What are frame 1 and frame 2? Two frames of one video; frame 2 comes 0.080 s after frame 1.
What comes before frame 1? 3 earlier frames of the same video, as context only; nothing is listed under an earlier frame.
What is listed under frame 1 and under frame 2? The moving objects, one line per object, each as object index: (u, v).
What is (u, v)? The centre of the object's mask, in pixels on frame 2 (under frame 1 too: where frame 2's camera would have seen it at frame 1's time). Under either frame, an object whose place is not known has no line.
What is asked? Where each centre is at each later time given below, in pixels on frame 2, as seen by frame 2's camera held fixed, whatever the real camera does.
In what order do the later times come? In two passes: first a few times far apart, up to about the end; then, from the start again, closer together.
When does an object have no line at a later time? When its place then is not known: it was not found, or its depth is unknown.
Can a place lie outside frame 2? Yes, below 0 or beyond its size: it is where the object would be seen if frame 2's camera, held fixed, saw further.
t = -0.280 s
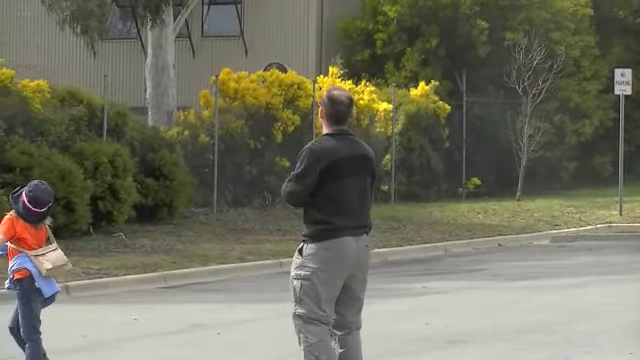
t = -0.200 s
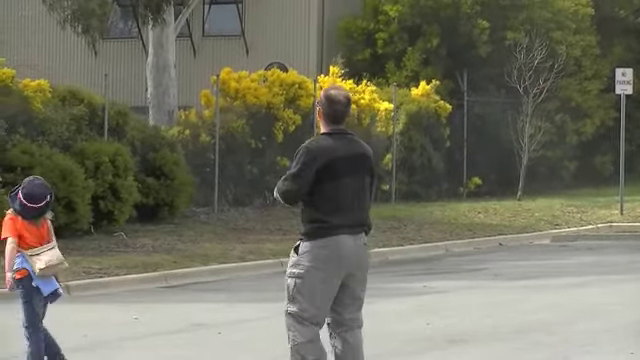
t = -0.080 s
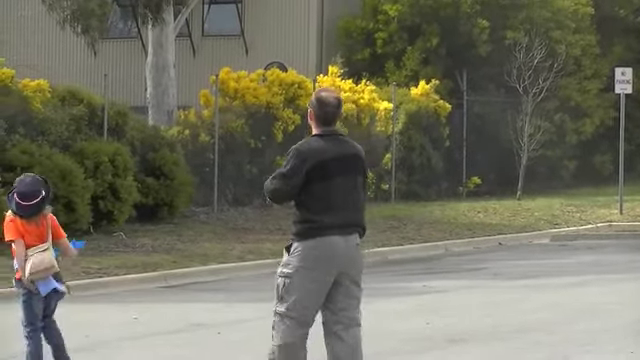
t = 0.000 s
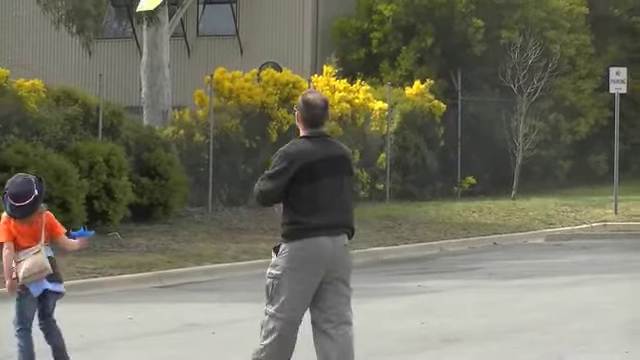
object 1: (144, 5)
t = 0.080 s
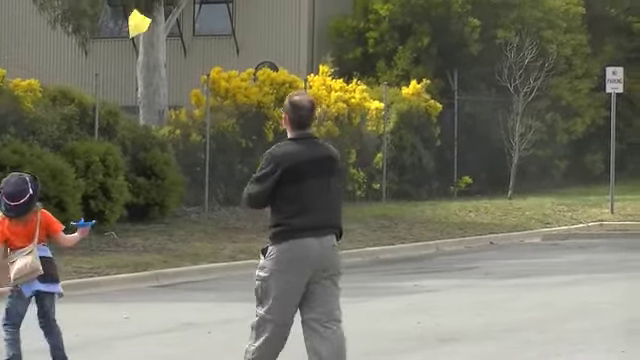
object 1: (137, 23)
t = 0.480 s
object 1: (118, 257)
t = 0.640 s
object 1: (112, 354)
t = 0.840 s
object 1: (88, 368)
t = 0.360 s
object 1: (117, 167)
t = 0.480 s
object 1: (118, 257)
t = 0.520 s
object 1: (118, 290)
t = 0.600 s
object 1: (118, 357)
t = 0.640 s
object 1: (112, 354)
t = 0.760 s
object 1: (95, 359)
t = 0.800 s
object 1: (91, 363)
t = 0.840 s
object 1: (88, 368)
